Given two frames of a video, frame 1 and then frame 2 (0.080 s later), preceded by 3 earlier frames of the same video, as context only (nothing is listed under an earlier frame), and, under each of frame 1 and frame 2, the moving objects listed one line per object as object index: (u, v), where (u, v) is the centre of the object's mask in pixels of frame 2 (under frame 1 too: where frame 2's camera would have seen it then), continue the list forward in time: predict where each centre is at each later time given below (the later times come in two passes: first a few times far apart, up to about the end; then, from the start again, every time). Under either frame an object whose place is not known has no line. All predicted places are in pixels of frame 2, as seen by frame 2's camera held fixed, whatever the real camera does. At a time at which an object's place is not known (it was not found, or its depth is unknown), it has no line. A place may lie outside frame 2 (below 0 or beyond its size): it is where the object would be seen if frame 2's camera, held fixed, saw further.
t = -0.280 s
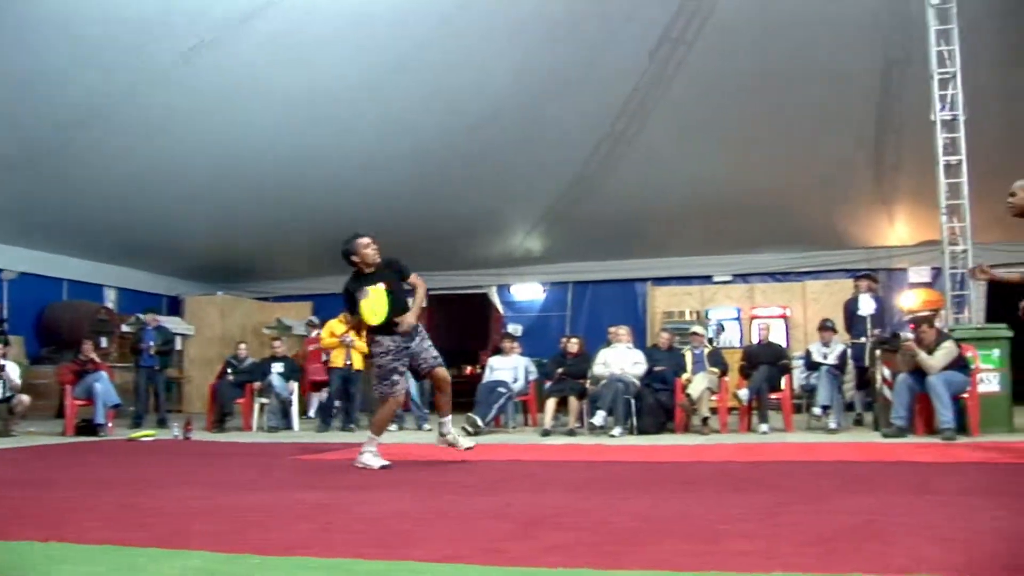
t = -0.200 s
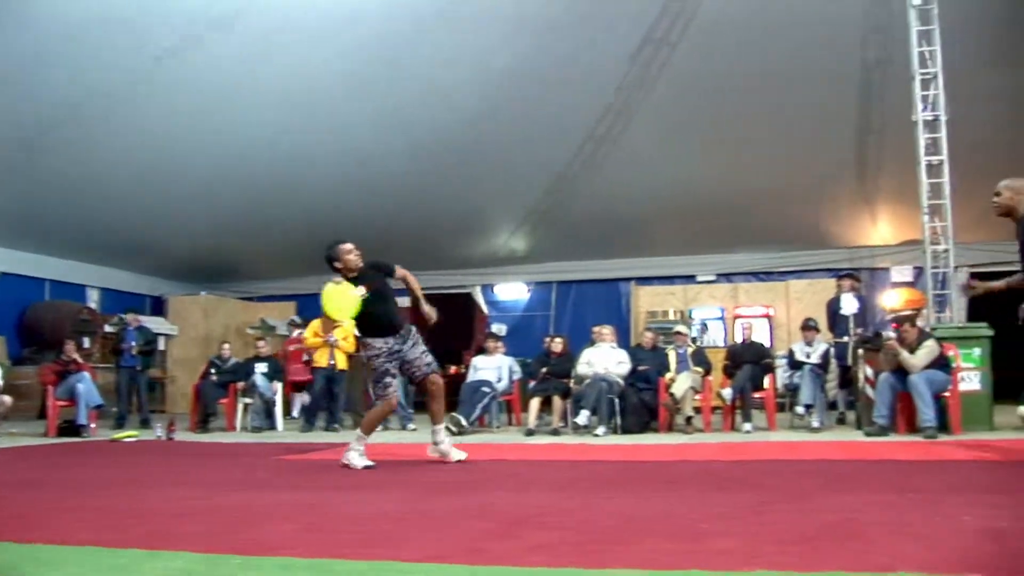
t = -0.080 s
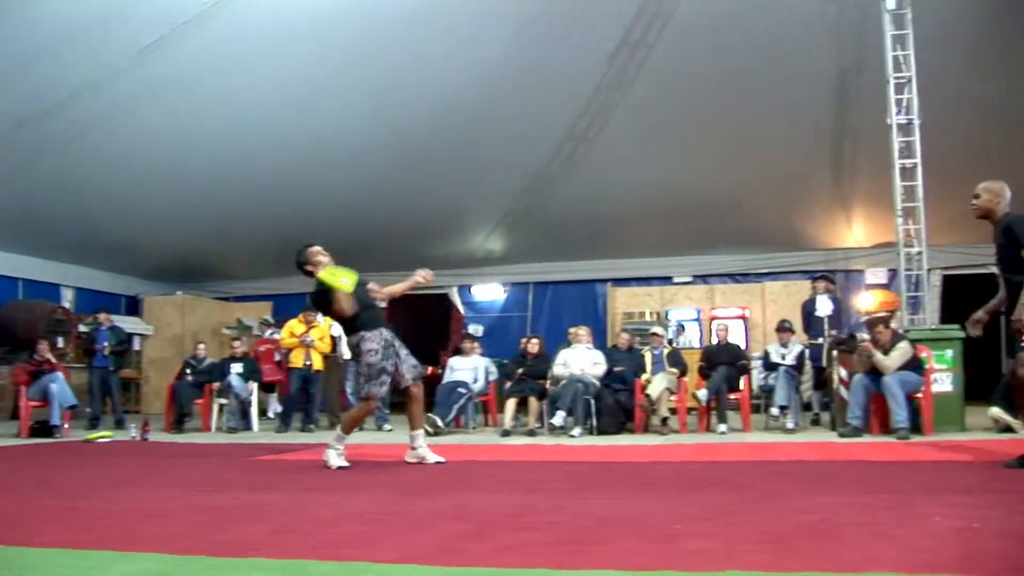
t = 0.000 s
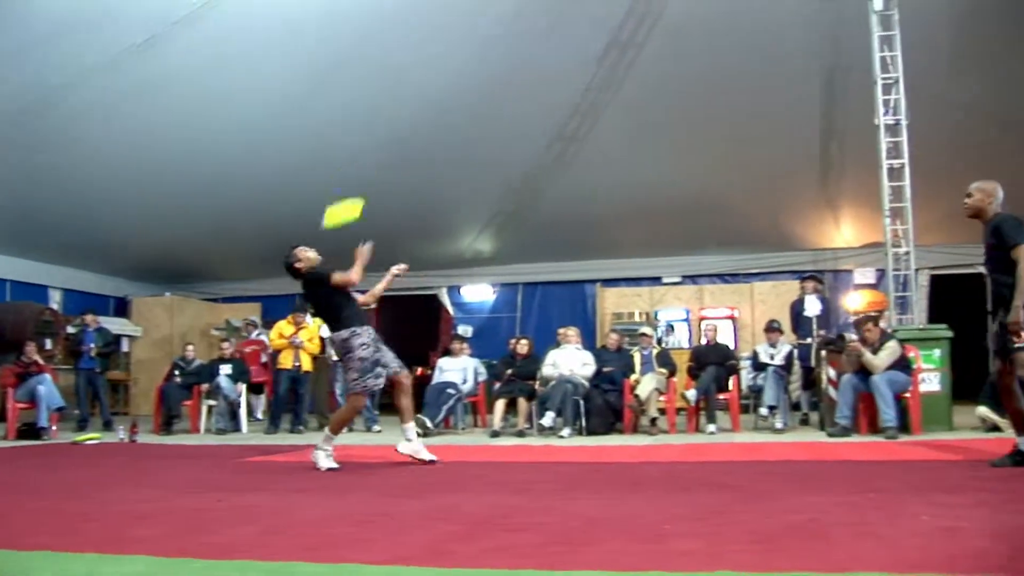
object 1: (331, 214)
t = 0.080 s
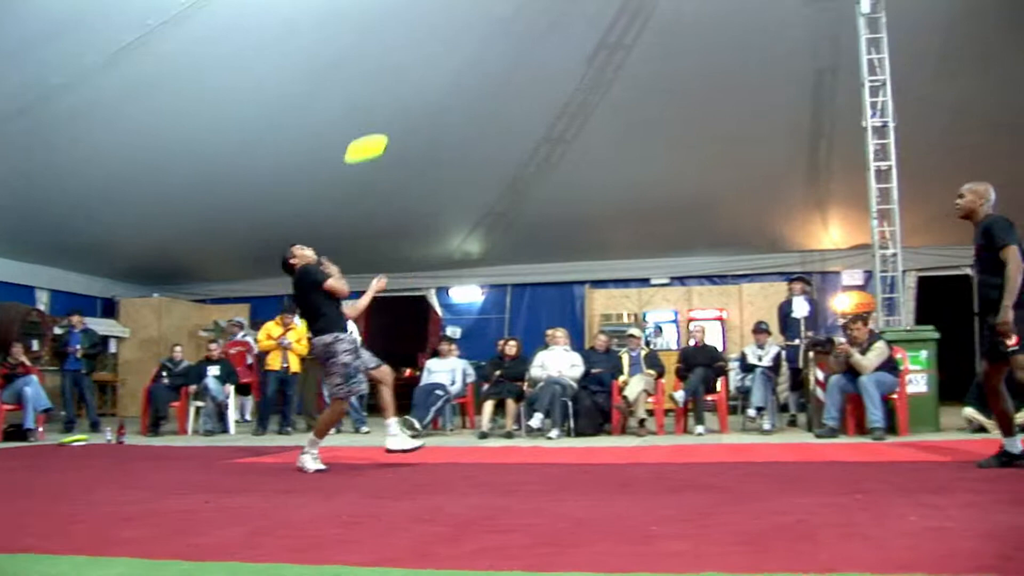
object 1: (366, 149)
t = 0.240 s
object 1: (438, 55)
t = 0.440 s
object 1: (532, -8)
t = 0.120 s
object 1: (383, 121)
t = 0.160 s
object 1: (401, 97)
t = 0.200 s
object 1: (419, 75)
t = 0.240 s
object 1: (438, 55)
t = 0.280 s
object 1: (456, 38)
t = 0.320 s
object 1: (475, 23)
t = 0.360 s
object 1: (494, 10)
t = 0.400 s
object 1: (513, 0)
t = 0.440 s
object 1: (532, -8)
